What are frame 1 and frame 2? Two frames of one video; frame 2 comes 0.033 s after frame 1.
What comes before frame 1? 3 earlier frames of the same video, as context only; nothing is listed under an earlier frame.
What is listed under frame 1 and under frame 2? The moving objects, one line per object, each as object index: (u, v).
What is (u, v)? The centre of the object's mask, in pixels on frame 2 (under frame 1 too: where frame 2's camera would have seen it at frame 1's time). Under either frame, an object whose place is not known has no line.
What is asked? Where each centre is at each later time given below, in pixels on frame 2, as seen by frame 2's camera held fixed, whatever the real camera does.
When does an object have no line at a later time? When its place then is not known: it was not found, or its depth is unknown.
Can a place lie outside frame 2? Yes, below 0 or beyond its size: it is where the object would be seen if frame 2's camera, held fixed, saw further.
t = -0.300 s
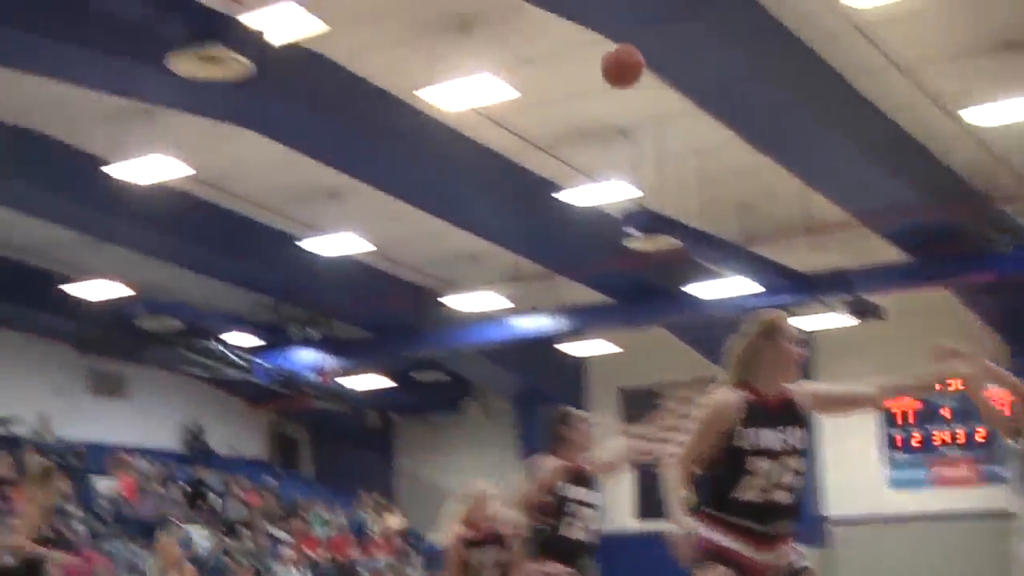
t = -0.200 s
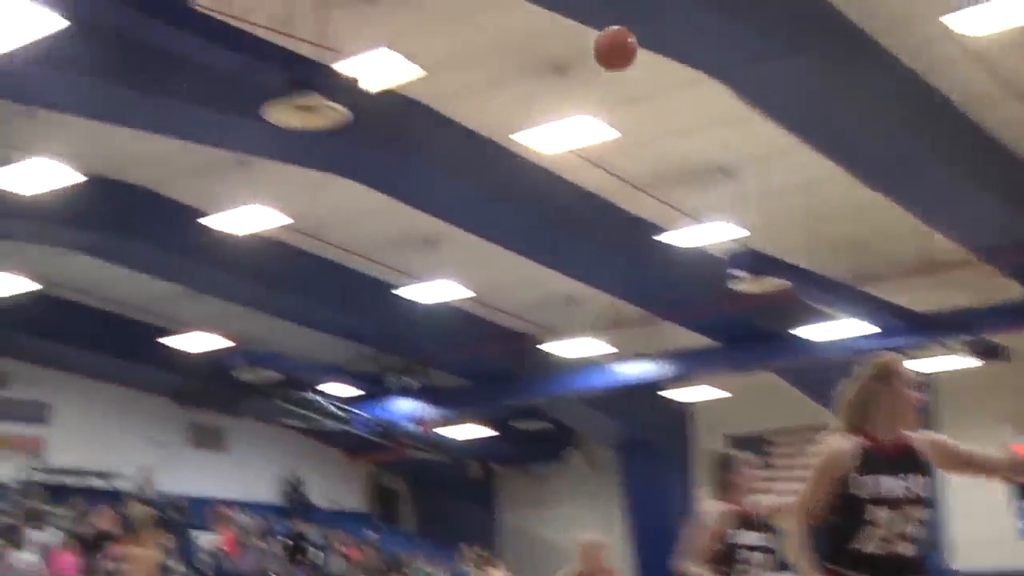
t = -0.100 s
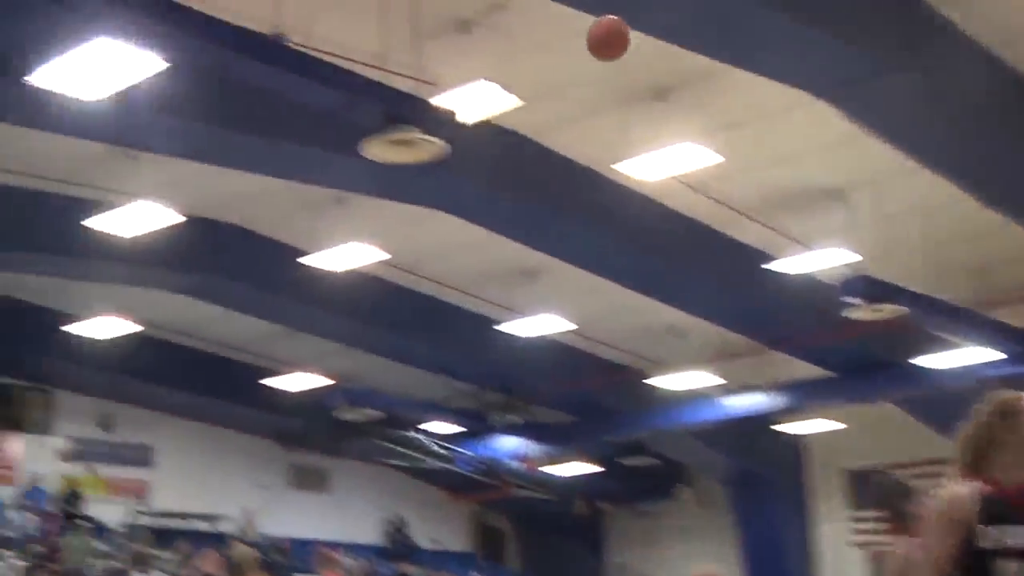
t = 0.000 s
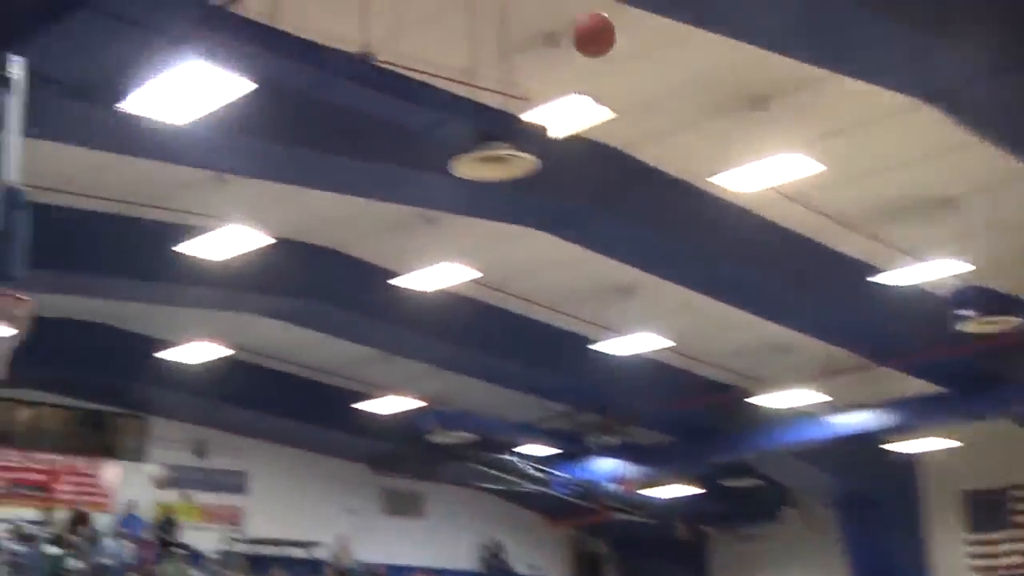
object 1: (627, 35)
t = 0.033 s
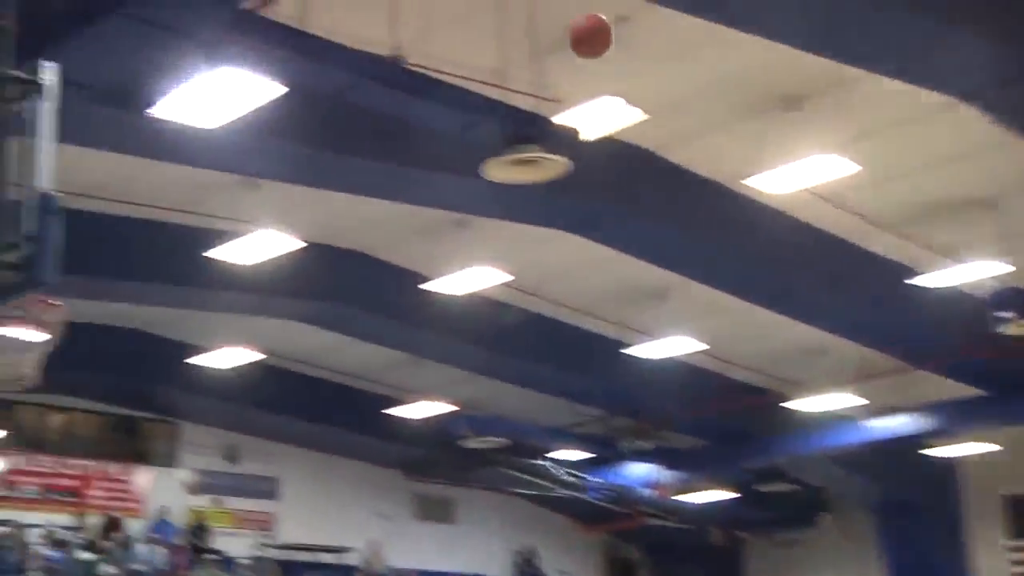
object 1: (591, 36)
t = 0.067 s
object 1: (555, 39)
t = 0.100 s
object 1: (519, 43)
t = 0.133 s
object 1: (484, 50)
